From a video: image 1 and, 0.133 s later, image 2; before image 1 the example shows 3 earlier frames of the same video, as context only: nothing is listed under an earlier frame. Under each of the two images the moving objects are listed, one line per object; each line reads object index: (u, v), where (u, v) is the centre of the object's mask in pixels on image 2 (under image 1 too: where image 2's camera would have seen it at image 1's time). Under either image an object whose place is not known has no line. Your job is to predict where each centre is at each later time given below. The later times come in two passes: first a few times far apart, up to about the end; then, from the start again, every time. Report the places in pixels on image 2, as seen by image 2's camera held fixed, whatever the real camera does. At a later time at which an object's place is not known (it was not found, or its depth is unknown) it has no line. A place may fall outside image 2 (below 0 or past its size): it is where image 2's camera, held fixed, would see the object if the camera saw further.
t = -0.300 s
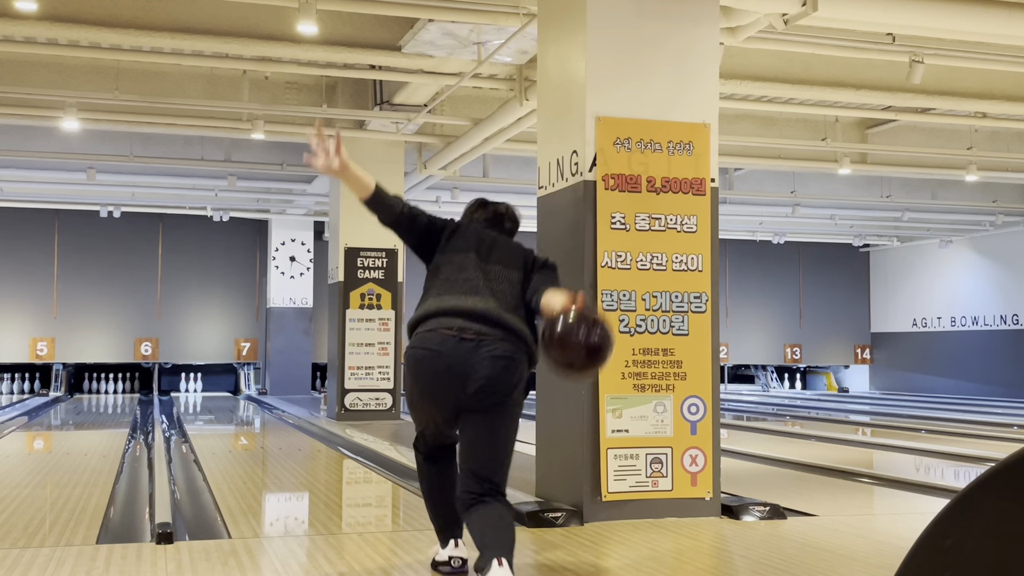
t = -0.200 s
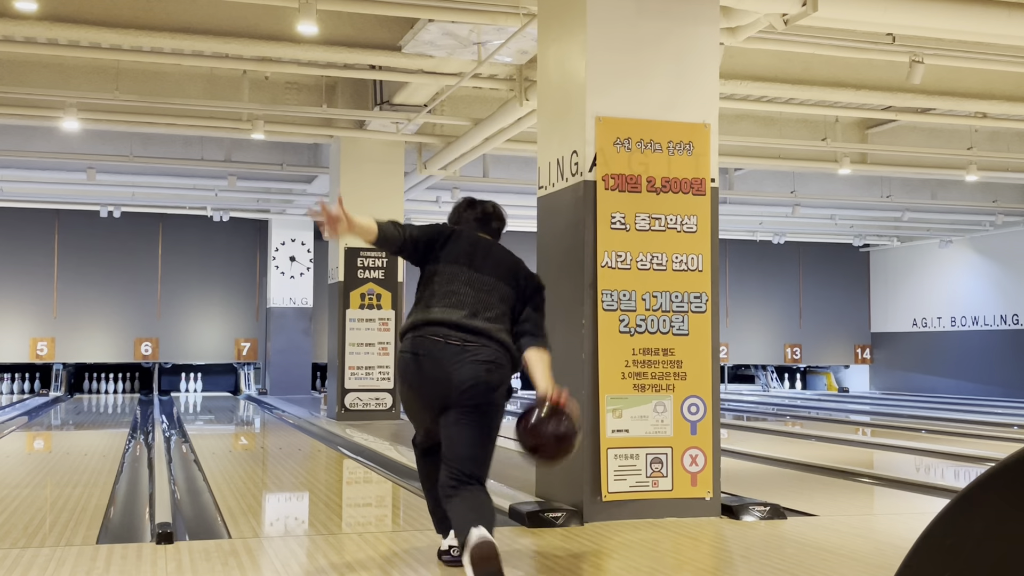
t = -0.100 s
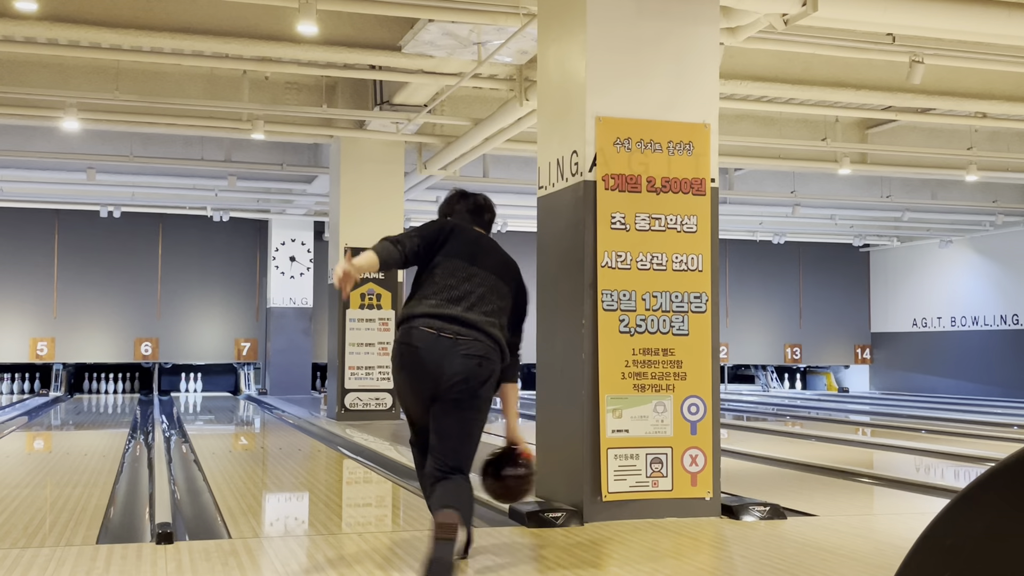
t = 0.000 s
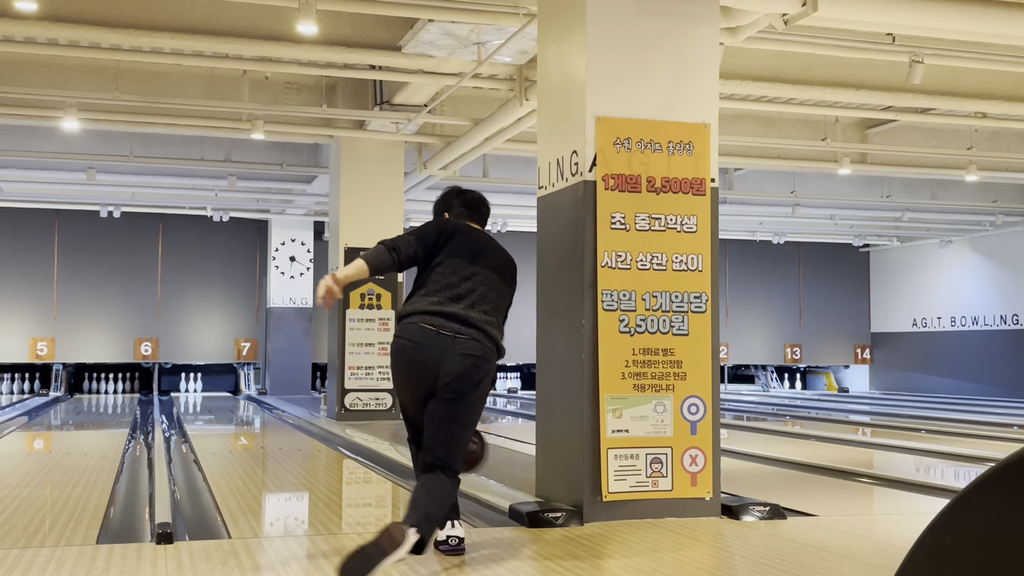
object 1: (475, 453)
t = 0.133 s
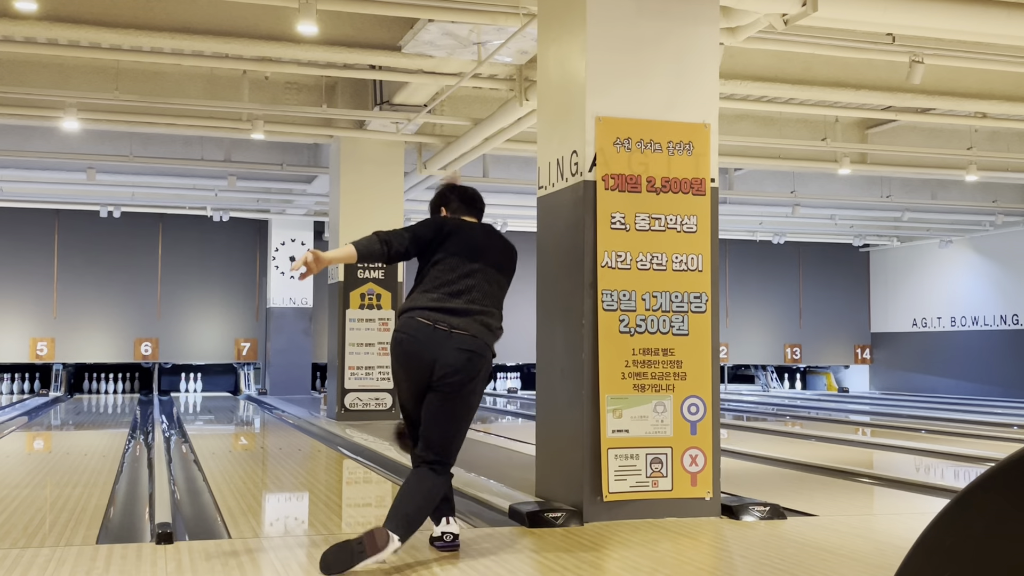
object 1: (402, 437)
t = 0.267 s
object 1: (379, 452)
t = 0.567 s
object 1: (326, 439)
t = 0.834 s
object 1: (295, 425)
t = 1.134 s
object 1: (270, 414)
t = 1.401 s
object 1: (251, 407)
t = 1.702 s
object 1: (236, 400)
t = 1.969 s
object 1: (224, 396)
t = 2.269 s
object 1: (212, 392)
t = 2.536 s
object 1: (202, 389)
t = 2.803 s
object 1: (191, 388)
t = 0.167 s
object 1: (398, 437)
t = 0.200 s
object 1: (393, 440)
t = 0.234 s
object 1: (387, 445)
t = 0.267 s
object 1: (379, 452)
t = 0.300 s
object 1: (371, 460)
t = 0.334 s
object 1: (365, 457)
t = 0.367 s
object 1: (357, 452)
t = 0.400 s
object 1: (351, 449)
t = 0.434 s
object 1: (345, 449)
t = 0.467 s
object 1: (341, 446)
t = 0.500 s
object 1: (335, 444)
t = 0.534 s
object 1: (330, 441)
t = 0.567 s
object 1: (326, 439)
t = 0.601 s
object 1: (321, 437)
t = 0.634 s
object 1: (317, 435)
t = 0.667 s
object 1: (313, 433)
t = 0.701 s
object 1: (309, 431)
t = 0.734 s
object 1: (305, 430)
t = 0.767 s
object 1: (302, 428)
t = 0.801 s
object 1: (298, 426)
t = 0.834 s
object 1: (295, 425)
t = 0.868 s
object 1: (292, 423)
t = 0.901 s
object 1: (288, 422)
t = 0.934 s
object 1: (286, 421)
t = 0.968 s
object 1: (282, 420)
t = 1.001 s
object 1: (280, 418)
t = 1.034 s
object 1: (277, 417)
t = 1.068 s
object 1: (274, 416)
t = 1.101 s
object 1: (272, 415)
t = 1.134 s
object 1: (270, 414)
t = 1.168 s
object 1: (267, 413)
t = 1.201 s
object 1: (265, 412)
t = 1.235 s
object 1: (263, 411)
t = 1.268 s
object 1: (260, 410)
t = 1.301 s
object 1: (258, 409)
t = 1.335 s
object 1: (256, 408)
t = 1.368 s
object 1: (253, 408)
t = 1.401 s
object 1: (251, 407)
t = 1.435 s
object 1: (249, 406)
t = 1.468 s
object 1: (247, 405)
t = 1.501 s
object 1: (246, 404)
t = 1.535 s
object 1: (244, 403)
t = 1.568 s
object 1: (242, 403)
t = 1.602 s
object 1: (240, 402)
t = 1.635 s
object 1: (239, 402)
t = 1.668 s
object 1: (237, 401)
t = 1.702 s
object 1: (236, 400)
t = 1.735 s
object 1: (234, 400)
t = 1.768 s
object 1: (233, 399)
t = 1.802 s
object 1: (231, 398)
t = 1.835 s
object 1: (230, 398)
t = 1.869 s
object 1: (228, 398)
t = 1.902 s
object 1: (226, 397)
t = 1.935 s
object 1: (225, 397)
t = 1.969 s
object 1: (224, 396)
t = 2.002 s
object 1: (222, 396)
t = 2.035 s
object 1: (221, 395)
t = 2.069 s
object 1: (220, 395)
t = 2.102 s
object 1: (218, 395)
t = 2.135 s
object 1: (217, 394)
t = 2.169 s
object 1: (216, 394)
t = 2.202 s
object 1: (215, 393)
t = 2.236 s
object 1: (214, 393)
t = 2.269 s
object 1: (212, 392)
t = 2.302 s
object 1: (211, 392)
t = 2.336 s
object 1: (210, 392)
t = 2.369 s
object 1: (208, 391)
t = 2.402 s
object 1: (207, 391)
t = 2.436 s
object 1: (205, 391)
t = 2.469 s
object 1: (204, 390)
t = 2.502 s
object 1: (203, 389)
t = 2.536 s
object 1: (202, 389)
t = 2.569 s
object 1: (201, 389)
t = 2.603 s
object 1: (199, 389)
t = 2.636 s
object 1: (198, 389)
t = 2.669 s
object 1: (196, 389)
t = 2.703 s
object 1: (195, 389)
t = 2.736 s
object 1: (193, 389)
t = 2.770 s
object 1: (192, 387)
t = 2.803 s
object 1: (191, 388)
